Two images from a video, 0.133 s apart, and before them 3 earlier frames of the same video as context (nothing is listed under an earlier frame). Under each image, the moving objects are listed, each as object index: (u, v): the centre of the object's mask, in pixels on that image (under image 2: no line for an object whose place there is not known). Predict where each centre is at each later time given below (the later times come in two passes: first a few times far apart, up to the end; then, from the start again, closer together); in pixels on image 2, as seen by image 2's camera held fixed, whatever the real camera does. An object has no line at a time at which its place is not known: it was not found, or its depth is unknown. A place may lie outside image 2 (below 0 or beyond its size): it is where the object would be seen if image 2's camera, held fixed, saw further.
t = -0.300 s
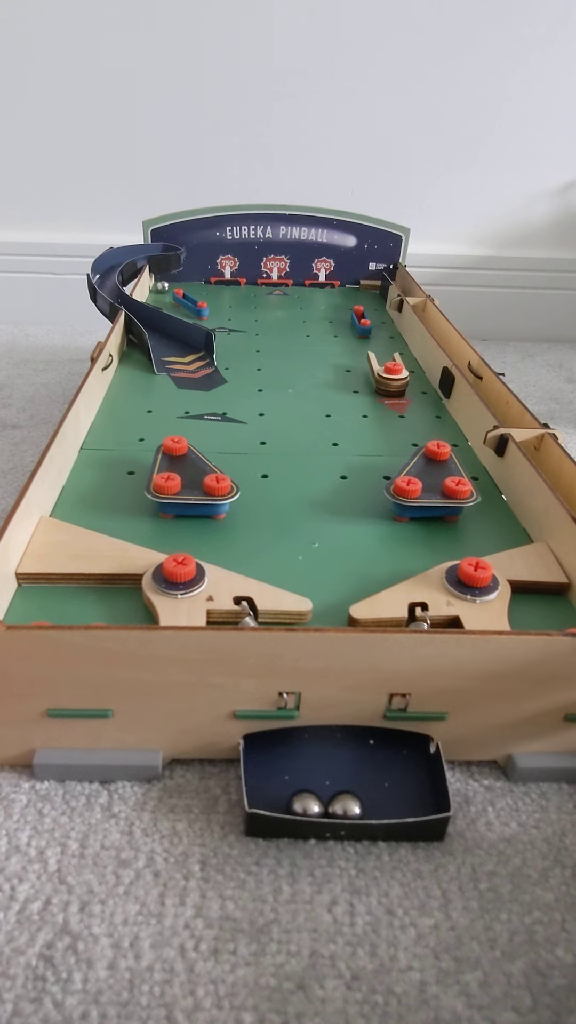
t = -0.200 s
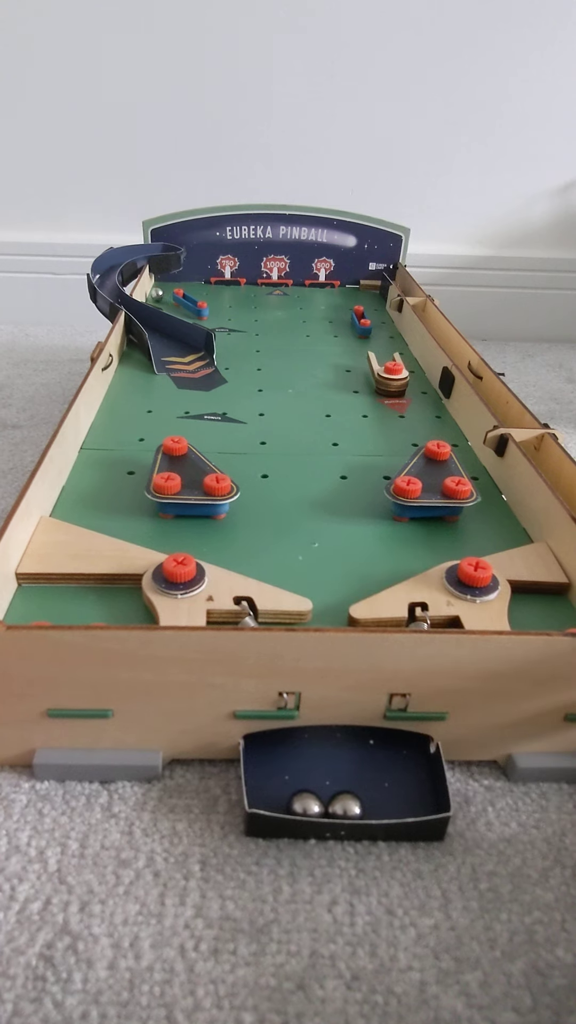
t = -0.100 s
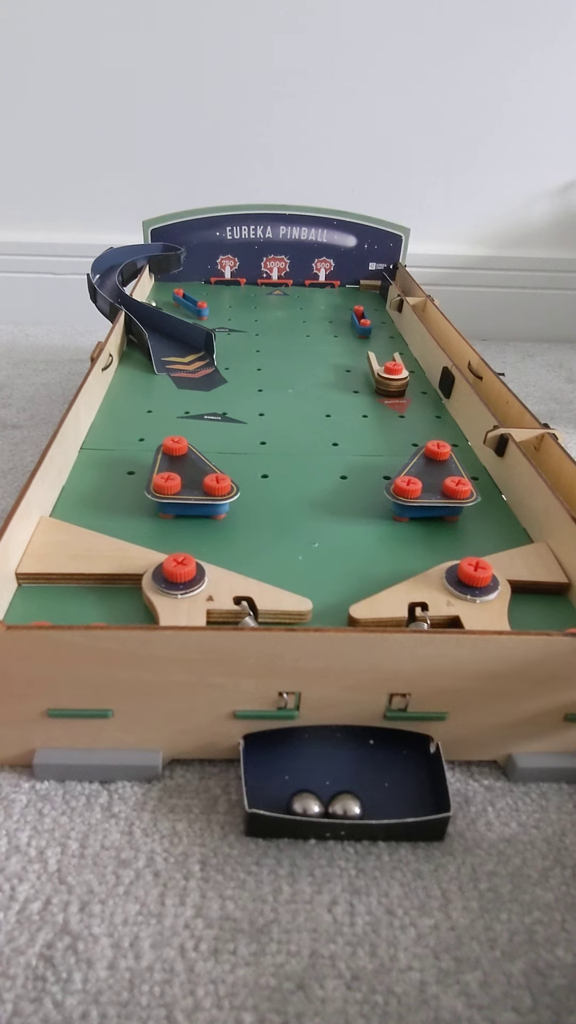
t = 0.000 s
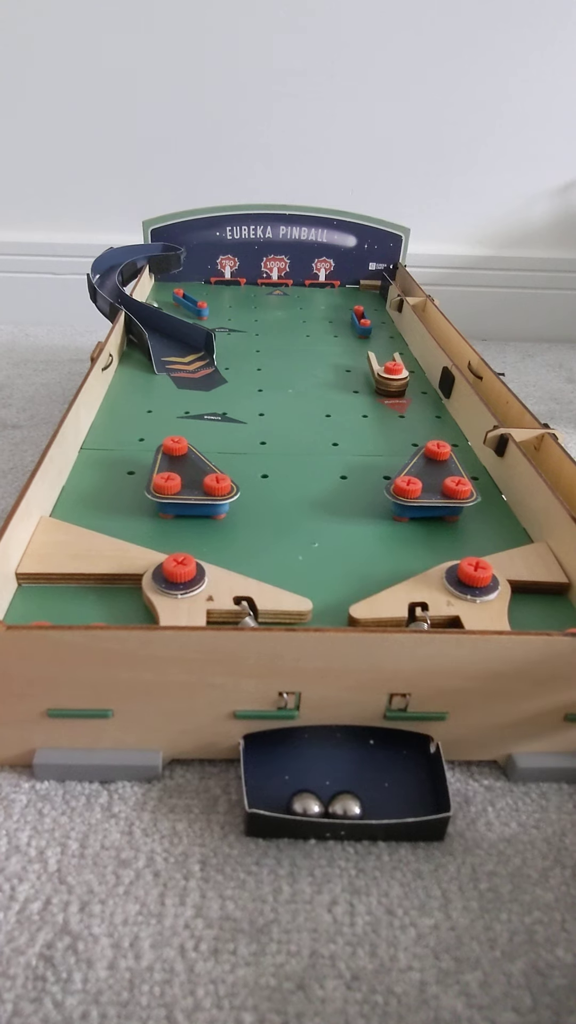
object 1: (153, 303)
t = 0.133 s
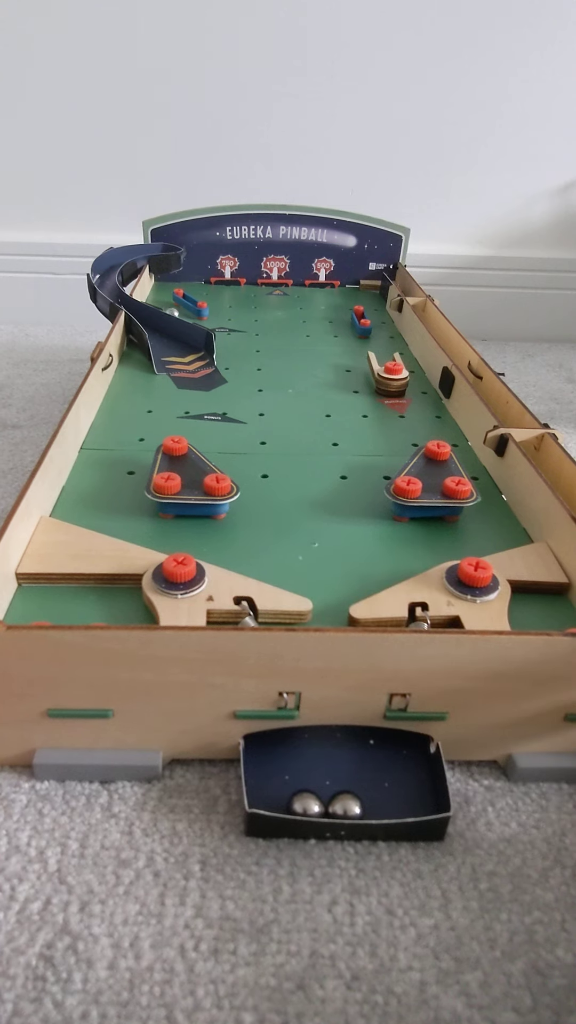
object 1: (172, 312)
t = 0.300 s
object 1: (199, 323)
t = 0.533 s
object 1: (262, 352)
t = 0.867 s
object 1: (416, 435)
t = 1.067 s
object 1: (494, 527)
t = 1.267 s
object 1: (387, 536)
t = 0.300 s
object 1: (199, 323)
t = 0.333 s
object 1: (205, 326)
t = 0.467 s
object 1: (238, 345)
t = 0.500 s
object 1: (250, 348)
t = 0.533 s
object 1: (262, 352)
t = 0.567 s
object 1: (274, 356)
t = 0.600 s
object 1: (286, 361)
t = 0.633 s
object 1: (299, 367)
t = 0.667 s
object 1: (313, 374)
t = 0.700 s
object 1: (328, 381)
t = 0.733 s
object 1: (343, 389)
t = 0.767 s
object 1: (359, 398)
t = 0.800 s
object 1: (377, 409)
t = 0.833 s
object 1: (395, 421)
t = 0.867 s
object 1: (416, 435)
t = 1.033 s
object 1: (521, 534)
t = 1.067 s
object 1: (494, 527)
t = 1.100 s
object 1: (472, 523)
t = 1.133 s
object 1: (454, 523)
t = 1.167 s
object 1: (437, 524)
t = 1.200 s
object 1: (420, 526)
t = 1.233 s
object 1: (404, 530)
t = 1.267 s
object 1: (387, 536)
